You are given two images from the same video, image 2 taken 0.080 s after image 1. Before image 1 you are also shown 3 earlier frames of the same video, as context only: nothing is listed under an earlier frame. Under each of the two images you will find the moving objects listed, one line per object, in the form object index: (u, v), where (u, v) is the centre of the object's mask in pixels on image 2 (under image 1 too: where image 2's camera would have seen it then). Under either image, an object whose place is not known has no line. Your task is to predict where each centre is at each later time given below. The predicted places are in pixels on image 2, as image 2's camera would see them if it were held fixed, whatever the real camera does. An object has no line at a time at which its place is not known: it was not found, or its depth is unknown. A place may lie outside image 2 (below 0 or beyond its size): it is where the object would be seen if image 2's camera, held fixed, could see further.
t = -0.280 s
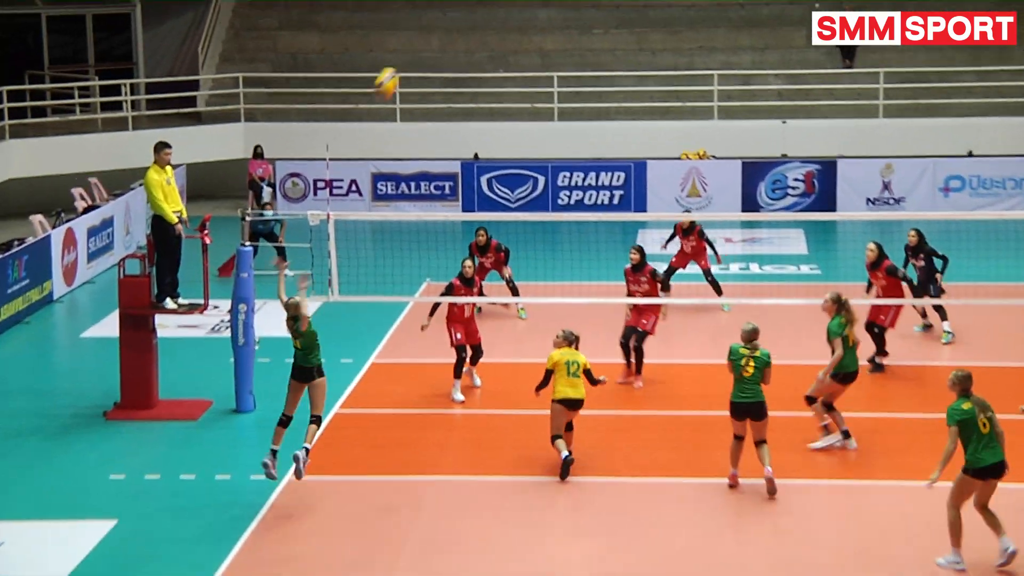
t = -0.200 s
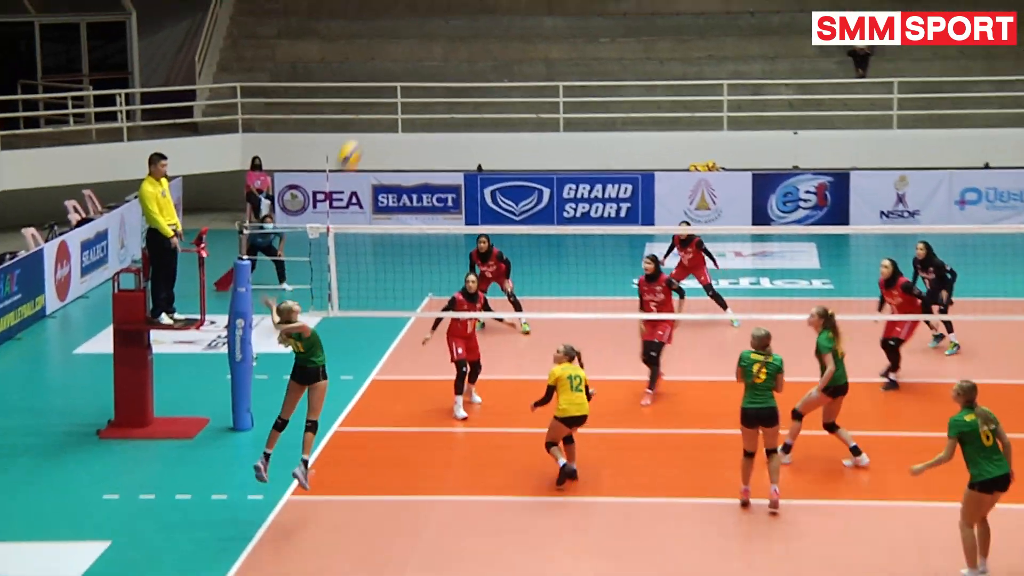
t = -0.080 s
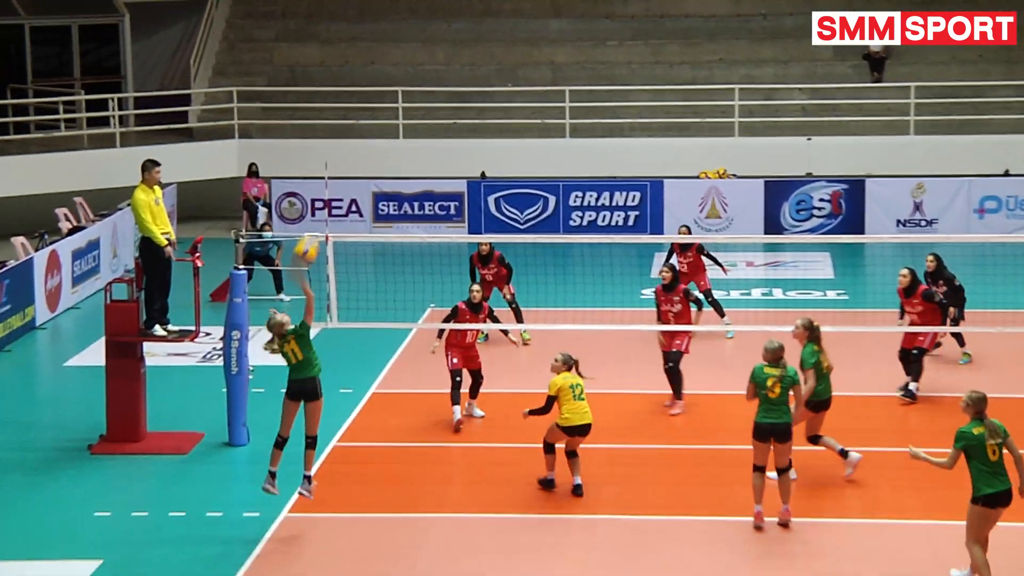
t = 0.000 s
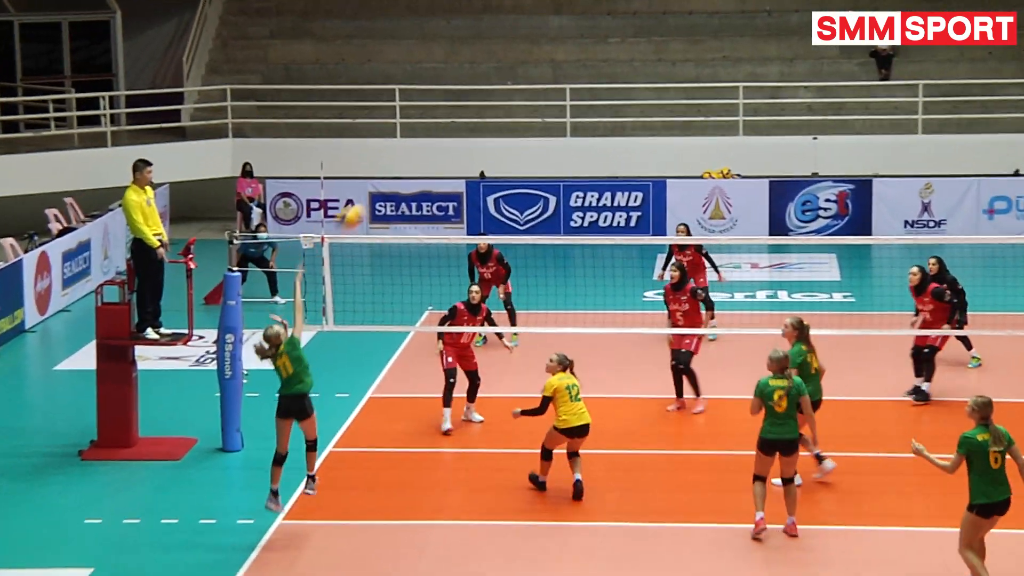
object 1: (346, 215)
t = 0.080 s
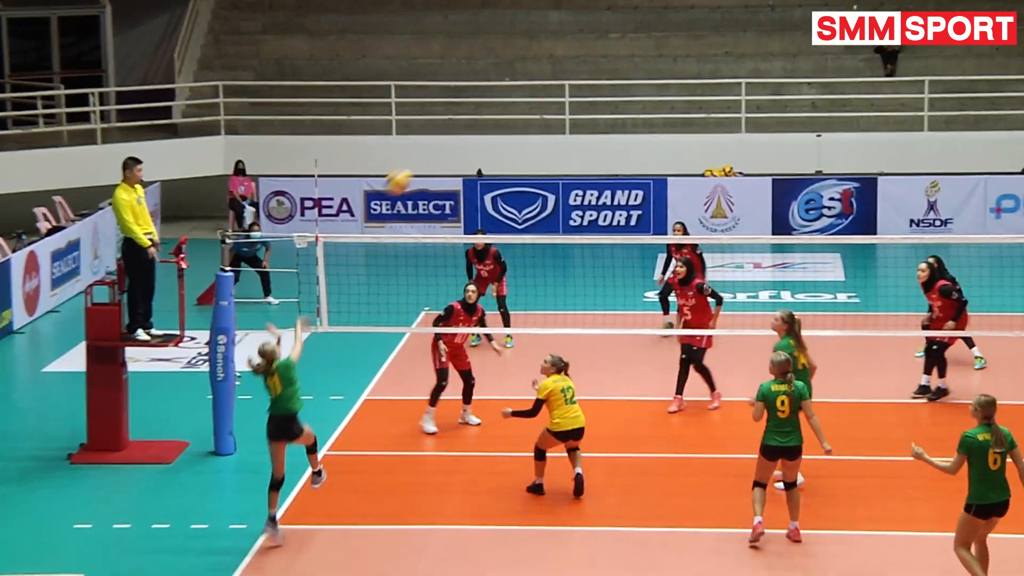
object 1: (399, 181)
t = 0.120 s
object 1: (424, 166)
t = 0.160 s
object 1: (449, 156)
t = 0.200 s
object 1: (483, 144)
